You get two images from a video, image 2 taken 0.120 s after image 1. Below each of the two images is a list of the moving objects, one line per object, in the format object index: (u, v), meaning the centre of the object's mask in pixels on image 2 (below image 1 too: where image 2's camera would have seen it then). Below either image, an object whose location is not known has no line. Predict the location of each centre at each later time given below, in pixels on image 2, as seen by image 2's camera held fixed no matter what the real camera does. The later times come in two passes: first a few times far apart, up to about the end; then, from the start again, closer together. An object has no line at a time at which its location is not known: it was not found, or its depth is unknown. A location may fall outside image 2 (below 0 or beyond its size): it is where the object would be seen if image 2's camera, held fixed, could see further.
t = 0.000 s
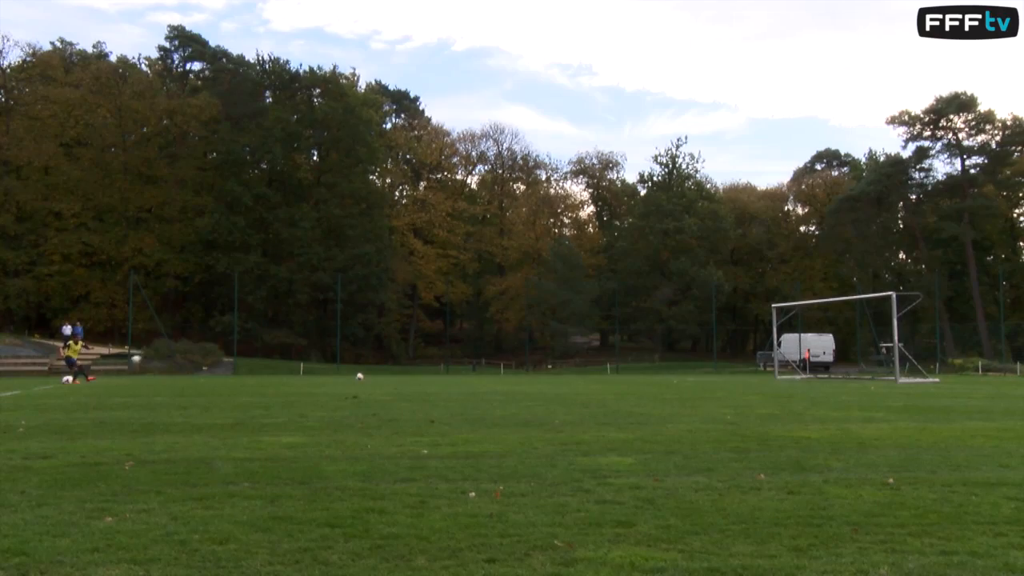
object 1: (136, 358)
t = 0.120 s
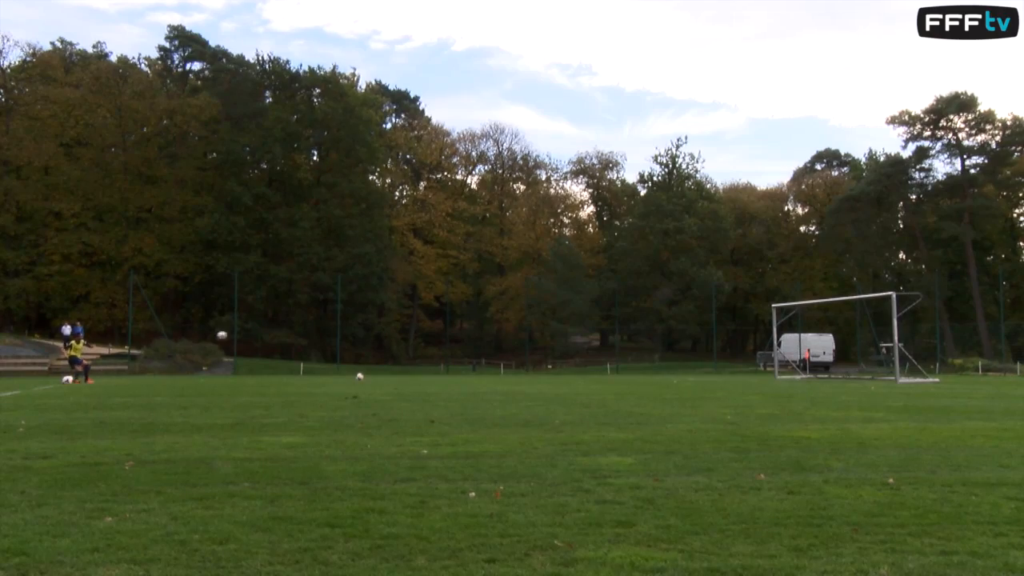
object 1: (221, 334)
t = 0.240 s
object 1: (300, 314)
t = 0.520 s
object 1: (463, 284)
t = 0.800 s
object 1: (599, 274)
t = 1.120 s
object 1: (733, 283)
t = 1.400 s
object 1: (828, 290)
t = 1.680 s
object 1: (901, 285)
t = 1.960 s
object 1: (970, 304)
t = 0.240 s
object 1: (300, 314)
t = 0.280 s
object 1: (325, 309)
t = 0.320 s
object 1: (349, 304)
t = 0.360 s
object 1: (373, 299)
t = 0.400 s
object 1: (396, 294)
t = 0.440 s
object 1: (419, 290)
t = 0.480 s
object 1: (441, 287)
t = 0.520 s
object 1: (463, 284)
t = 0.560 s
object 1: (484, 282)
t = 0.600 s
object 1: (504, 279)
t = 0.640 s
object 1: (524, 277)
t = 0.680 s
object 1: (544, 276)
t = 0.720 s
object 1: (563, 274)
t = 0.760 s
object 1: (581, 274)
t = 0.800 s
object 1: (599, 274)
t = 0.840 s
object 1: (617, 274)
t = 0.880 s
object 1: (635, 274)
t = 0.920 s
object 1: (652, 275)
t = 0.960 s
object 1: (669, 276)
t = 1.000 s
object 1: (686, 277)
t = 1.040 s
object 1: (702, 279)
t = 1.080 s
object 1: (718, 281)
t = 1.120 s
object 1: (733, 283)
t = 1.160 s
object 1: (749, 286)
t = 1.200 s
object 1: (764, 289)
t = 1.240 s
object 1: (778, 292)
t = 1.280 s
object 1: (793, 296)
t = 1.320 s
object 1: (806, 297)
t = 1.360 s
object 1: (817, 293)
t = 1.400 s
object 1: (828, 290)
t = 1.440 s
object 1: (839, 288)
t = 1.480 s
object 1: (849, 286)
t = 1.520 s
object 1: (860, 285)
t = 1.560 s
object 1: (871, 284)
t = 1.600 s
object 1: (881, 284)
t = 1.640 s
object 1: (891, 284)
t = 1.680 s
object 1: (901, 285)
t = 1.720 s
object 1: (911, 286)
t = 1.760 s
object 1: (922, 288)
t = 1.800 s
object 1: (931, 290)
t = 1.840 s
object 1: (941, 293)
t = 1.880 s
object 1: (951, 296)
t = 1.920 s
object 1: (961, 300)
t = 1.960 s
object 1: (970, 304)
